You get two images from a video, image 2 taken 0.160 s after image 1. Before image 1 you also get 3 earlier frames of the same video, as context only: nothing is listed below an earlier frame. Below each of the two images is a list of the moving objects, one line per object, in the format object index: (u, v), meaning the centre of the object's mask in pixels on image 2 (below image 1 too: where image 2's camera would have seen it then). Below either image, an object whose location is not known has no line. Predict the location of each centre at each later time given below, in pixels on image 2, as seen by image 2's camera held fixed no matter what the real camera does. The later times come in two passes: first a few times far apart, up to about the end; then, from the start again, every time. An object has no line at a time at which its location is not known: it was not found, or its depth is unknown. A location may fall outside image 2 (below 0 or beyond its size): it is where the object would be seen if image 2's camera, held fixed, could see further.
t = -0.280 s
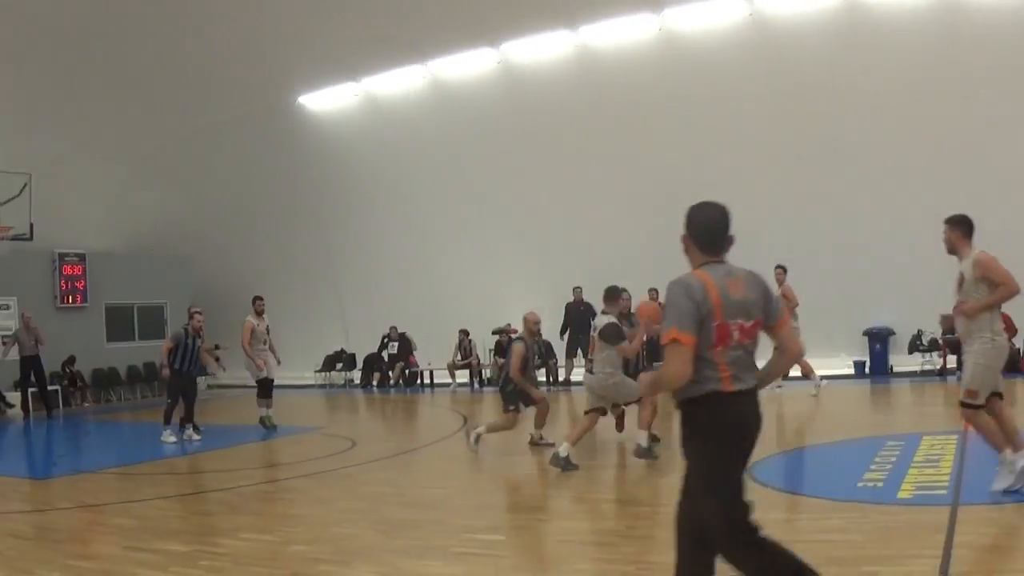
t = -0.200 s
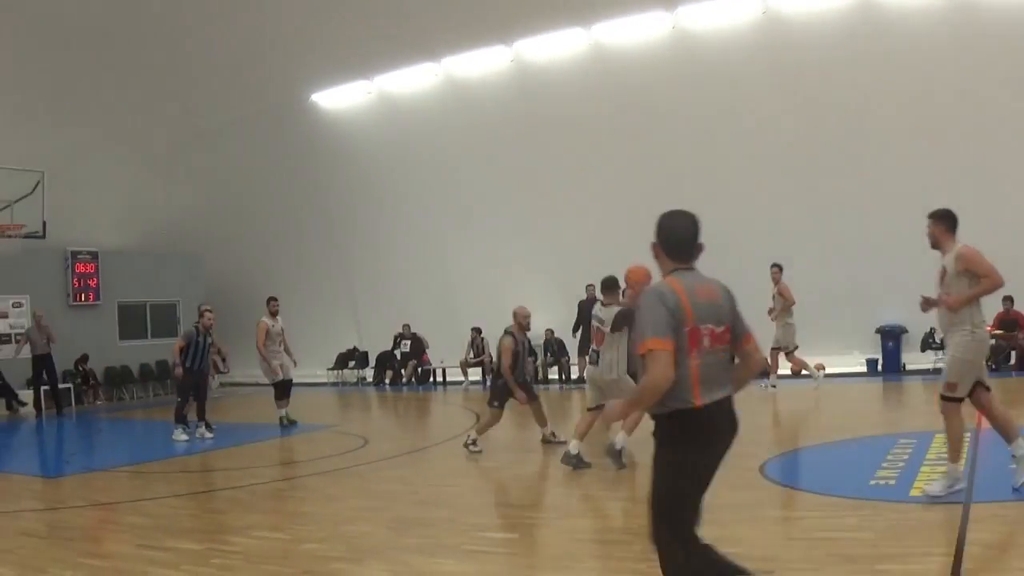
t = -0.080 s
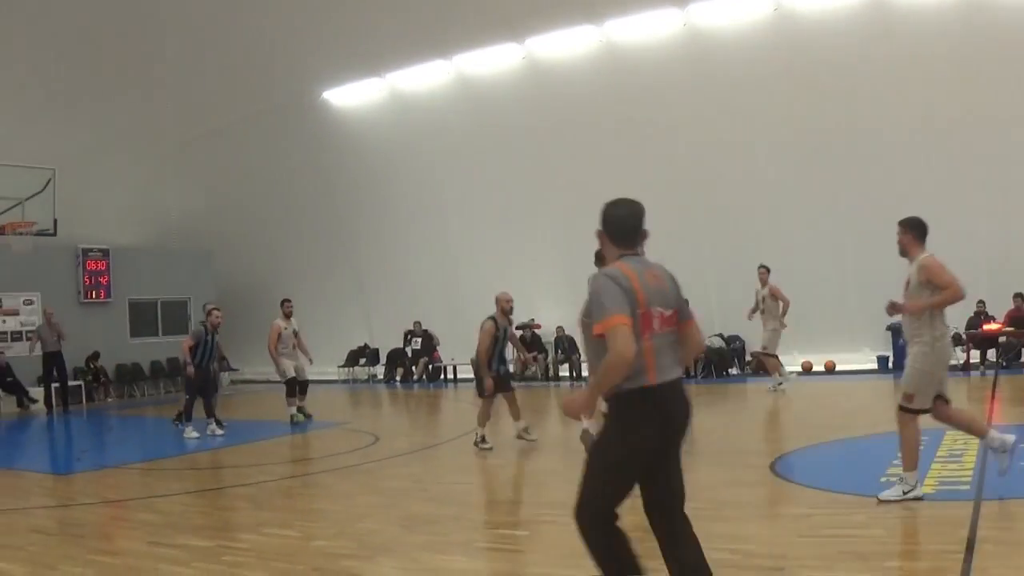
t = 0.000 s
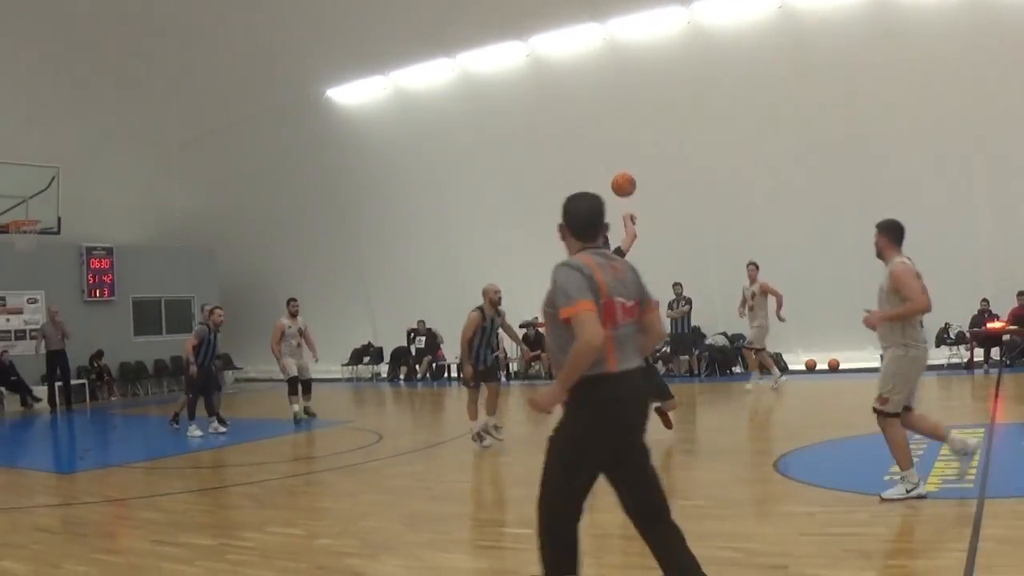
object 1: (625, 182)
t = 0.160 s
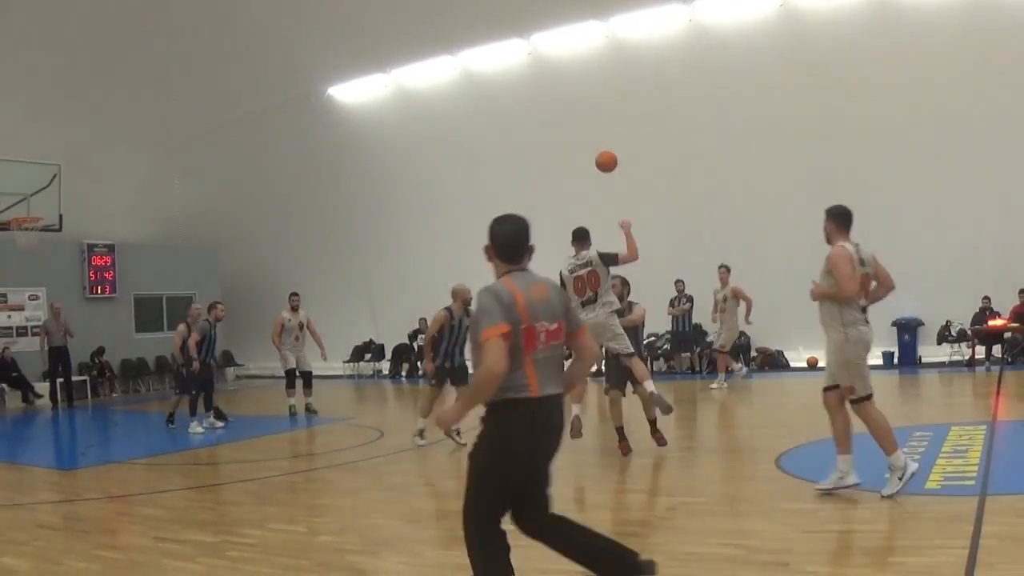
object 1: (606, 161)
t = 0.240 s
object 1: (598, 160)
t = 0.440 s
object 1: (583, 177)
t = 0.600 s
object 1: (574, 209)
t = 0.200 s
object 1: (602, 159)
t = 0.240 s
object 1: (598, 160)
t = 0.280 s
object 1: (595, 161)
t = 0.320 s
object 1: (592, 163)
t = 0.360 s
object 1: (588, 167)
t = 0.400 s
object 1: (586, 171)
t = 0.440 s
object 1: (583, 177)
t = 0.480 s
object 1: (580, 184)
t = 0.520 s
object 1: (578, 192)
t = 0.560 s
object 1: (576, 200)
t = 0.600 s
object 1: (574, 209)
